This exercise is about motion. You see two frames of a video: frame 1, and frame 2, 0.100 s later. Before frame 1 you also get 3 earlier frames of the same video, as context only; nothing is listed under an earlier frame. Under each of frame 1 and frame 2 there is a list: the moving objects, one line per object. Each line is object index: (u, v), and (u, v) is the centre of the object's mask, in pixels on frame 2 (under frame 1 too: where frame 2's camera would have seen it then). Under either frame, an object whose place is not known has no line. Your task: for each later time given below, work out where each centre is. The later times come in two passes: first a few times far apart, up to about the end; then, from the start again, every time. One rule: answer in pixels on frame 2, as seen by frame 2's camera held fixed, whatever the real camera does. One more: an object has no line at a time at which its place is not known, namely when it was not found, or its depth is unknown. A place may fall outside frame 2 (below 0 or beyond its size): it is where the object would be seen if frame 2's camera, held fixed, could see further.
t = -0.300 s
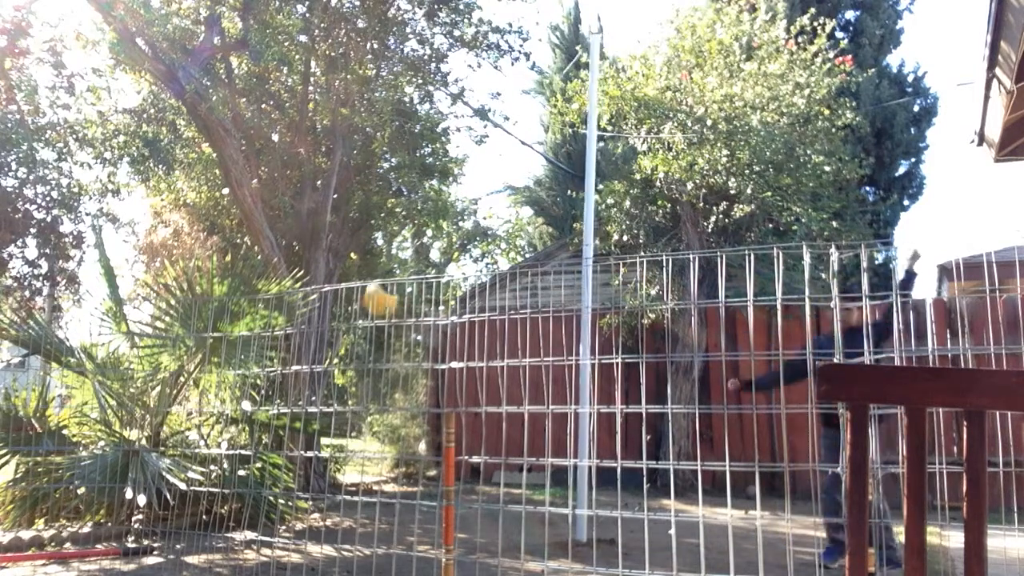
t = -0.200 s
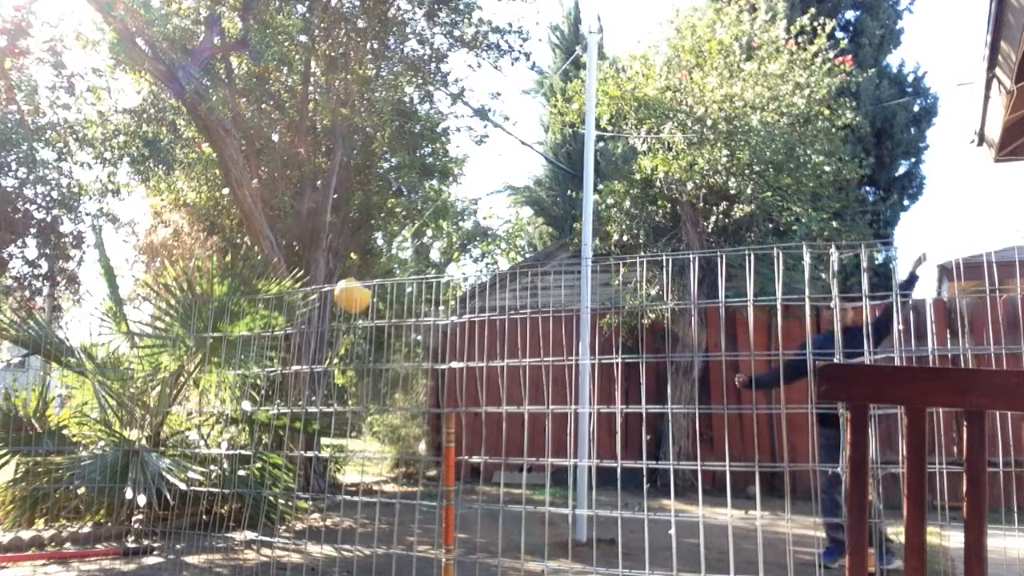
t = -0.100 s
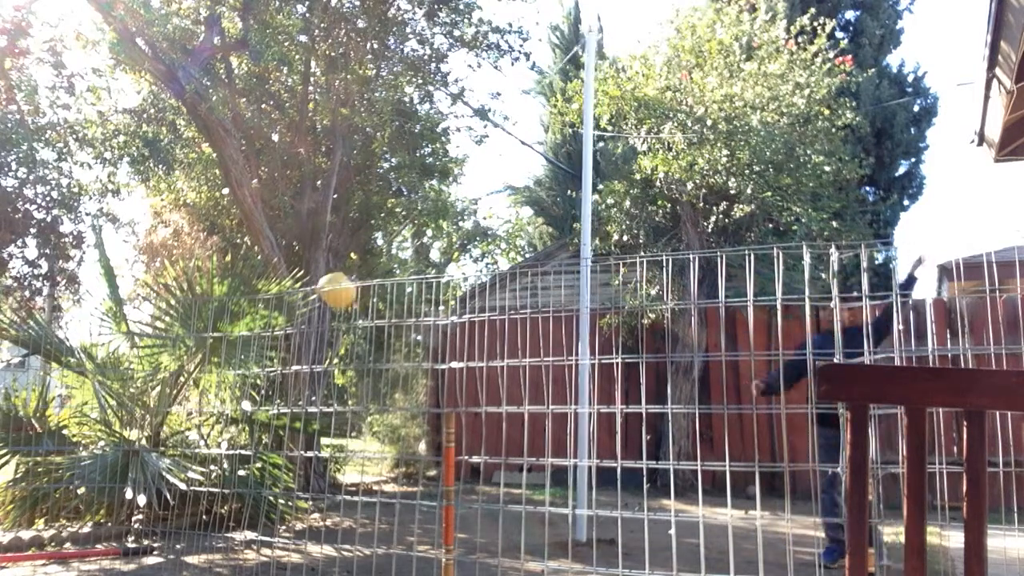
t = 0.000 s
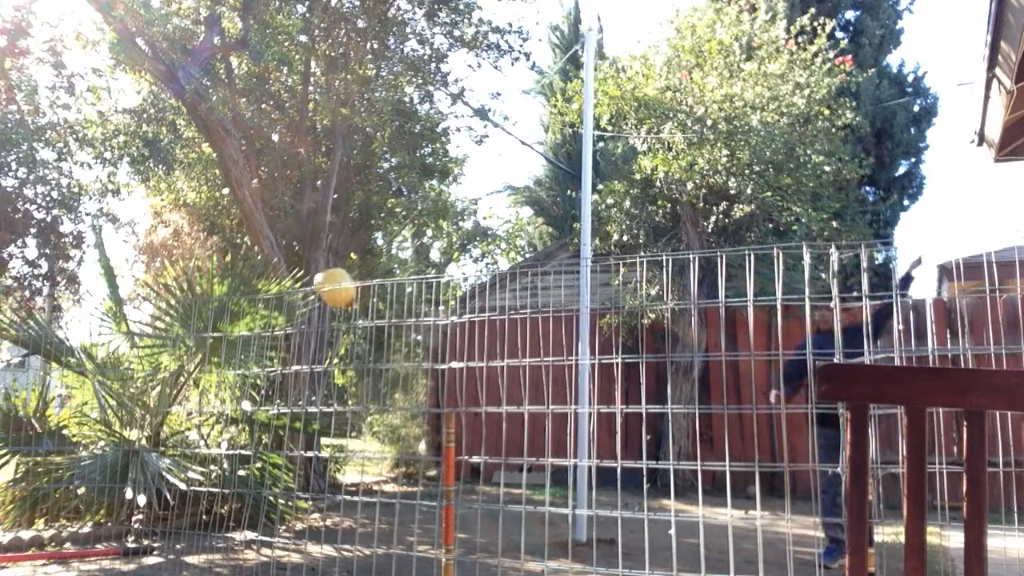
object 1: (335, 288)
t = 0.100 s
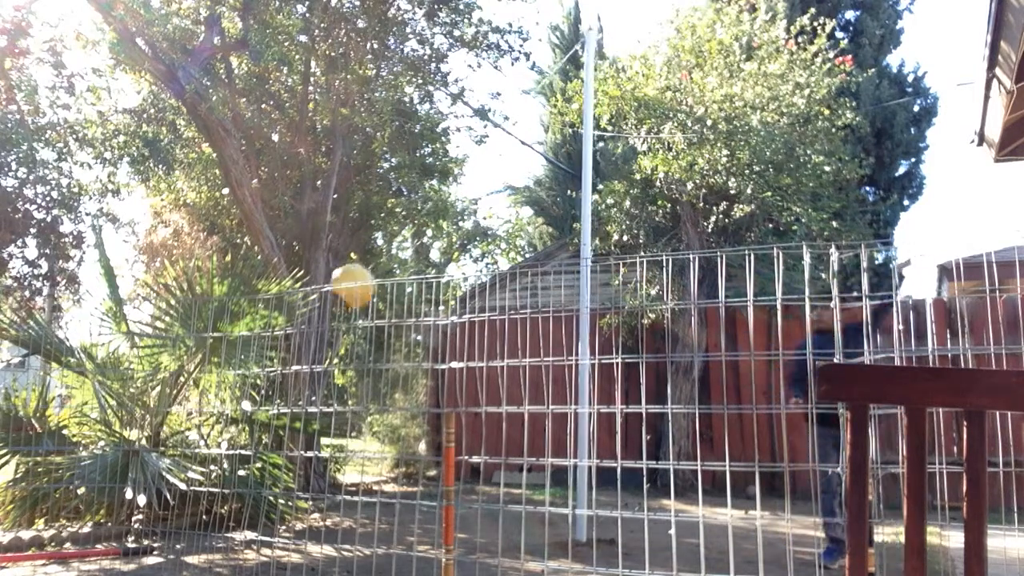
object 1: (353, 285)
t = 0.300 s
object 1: (453, 279)
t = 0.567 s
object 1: (672, 273)
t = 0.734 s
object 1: (786, 274)
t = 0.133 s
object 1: (363, 284)
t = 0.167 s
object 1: (377, 281)
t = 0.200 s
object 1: (393, 282)
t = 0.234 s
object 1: (410, 281)
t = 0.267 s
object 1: (431, 280)
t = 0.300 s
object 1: (453, 279)
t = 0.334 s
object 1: (477, 280)
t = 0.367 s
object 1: (506, 277)
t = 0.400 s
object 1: (533, 276)
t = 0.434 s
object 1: (560, 275)
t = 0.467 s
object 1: (589, 276)
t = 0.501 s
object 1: (616, 275)
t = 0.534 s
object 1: (647, 276)
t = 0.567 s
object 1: (672, 273)
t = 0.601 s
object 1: (698, 273)
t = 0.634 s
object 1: (723, 272)
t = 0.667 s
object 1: (746, 273)
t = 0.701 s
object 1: (769, 274)
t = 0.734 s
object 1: (786, 274)
